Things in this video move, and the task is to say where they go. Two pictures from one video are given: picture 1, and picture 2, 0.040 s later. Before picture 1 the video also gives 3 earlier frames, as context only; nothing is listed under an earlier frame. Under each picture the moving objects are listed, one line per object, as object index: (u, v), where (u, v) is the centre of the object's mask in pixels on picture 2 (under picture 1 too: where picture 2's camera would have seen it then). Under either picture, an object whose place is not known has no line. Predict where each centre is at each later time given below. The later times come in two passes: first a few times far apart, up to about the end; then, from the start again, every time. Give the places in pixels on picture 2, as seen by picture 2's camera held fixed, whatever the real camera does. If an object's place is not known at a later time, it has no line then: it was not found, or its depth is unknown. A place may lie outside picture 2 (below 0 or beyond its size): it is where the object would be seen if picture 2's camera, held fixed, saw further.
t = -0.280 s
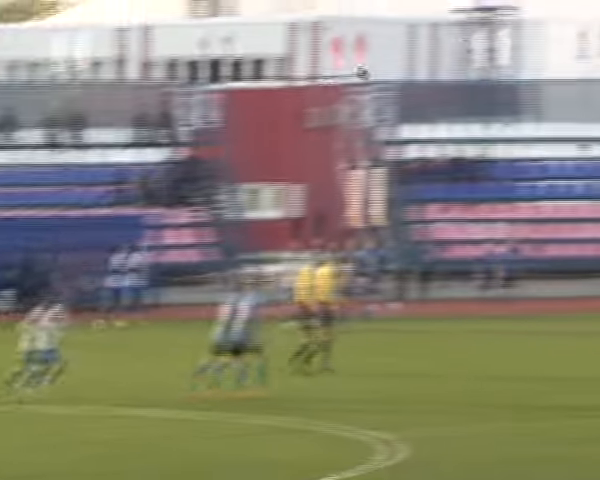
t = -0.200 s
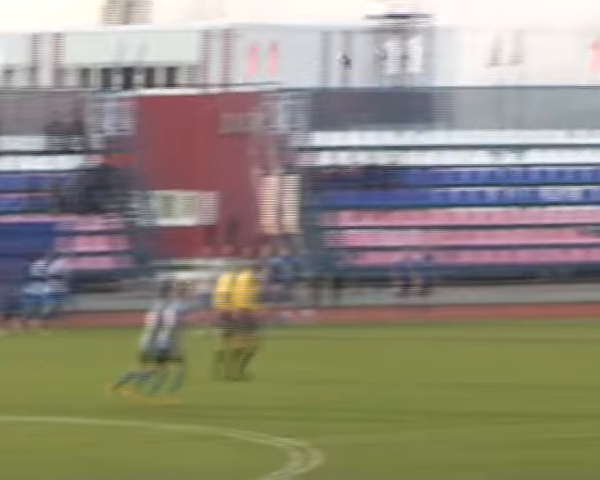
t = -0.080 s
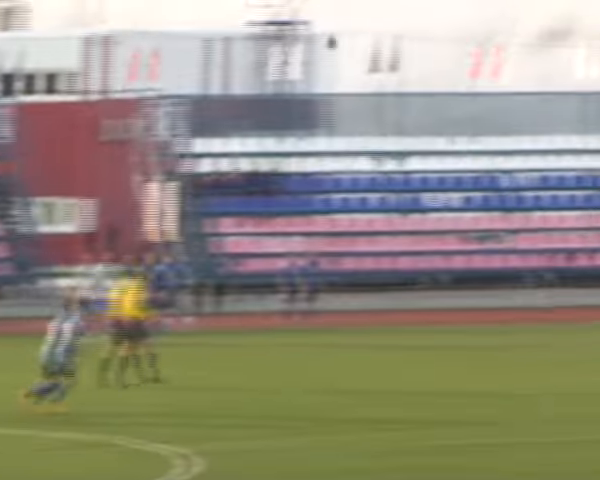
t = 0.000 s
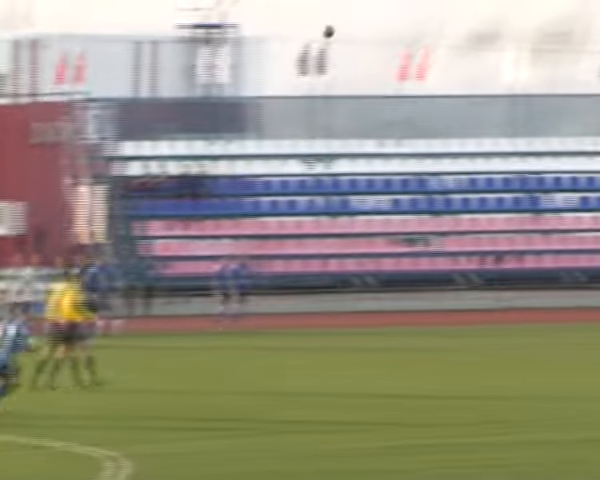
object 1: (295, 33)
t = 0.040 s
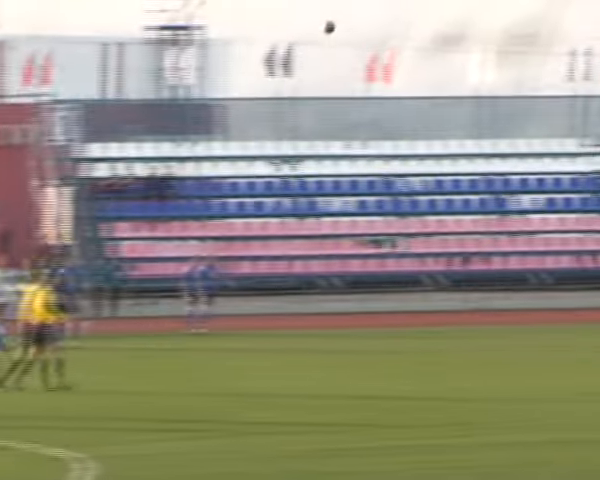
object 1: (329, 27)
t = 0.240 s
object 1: (500, 4)
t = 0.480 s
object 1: (704, -5)
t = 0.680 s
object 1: (878, 4)
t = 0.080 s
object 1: (363, 21)
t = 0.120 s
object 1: (397, 16)
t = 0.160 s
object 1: (431, 12)
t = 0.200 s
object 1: (465, 8)
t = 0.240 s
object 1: (500, 4)
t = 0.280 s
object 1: (535, 1)
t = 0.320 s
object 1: (569, -2)
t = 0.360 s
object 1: (603, -4)
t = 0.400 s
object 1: (636, -5)
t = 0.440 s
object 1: (670, -5)
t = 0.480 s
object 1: (704, -5)
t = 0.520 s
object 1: (738, -4)
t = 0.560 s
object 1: (773, -3)
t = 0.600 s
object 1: (808, -2)
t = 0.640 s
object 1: (842, 1)
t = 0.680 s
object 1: (878, 4)
